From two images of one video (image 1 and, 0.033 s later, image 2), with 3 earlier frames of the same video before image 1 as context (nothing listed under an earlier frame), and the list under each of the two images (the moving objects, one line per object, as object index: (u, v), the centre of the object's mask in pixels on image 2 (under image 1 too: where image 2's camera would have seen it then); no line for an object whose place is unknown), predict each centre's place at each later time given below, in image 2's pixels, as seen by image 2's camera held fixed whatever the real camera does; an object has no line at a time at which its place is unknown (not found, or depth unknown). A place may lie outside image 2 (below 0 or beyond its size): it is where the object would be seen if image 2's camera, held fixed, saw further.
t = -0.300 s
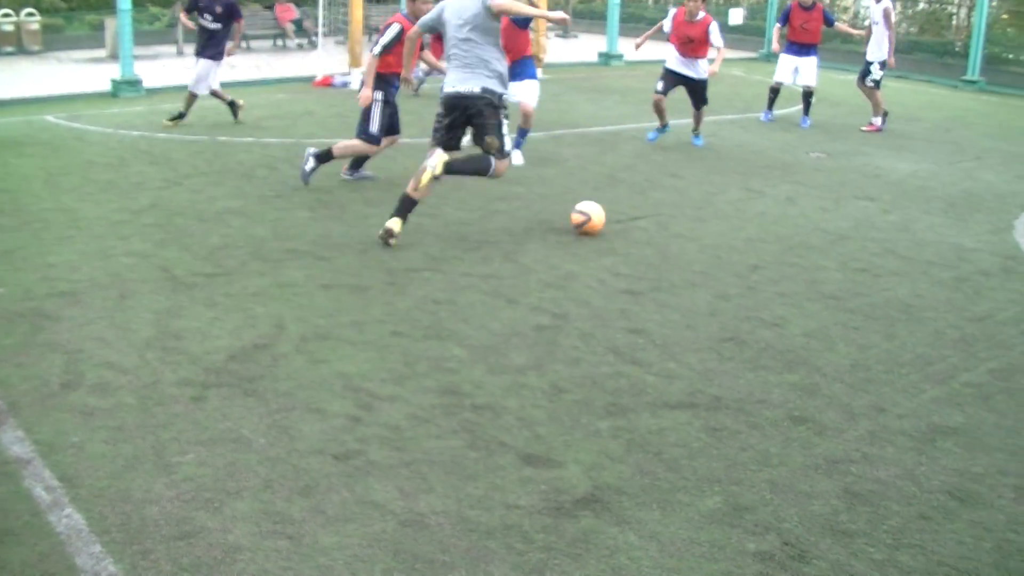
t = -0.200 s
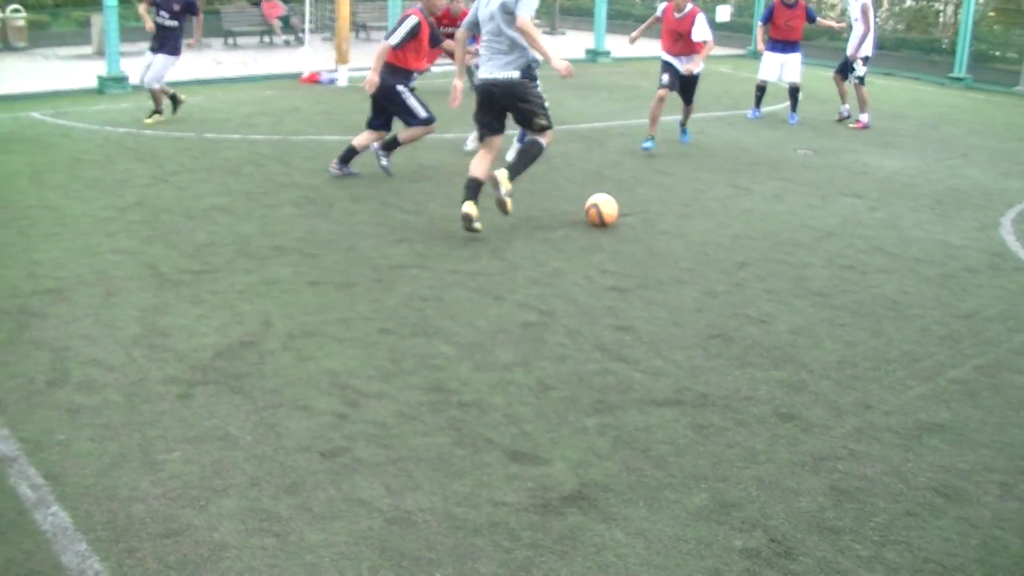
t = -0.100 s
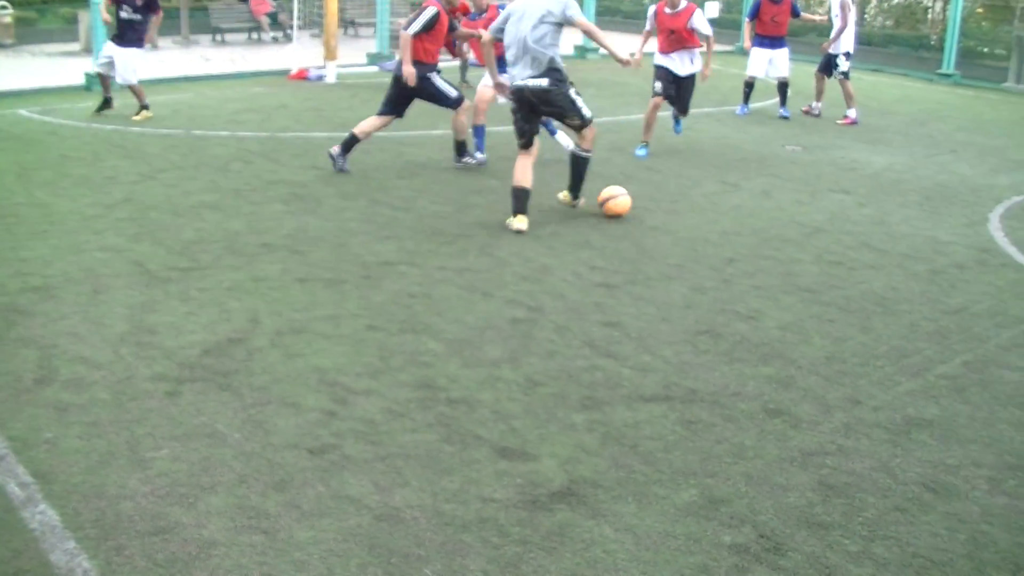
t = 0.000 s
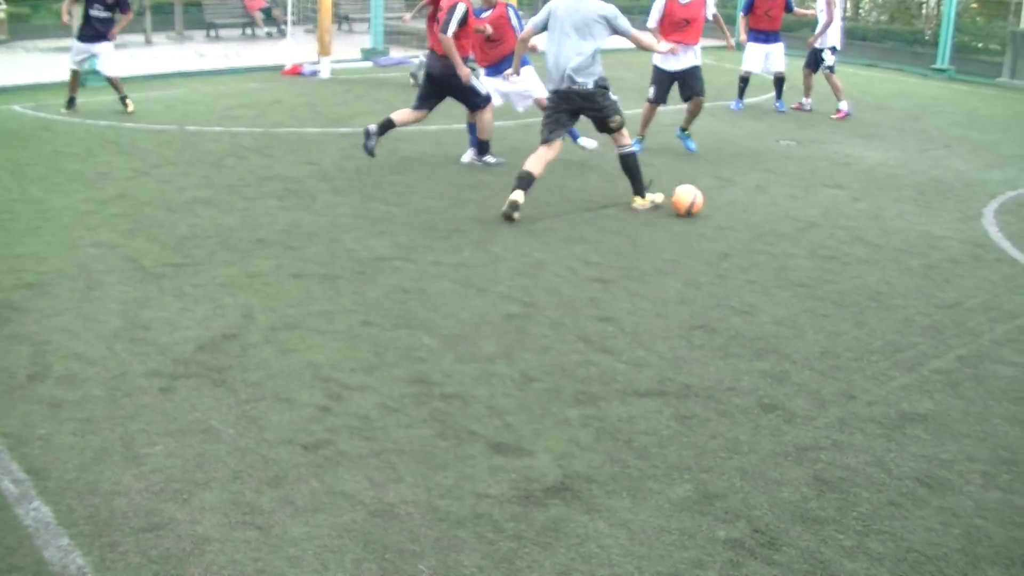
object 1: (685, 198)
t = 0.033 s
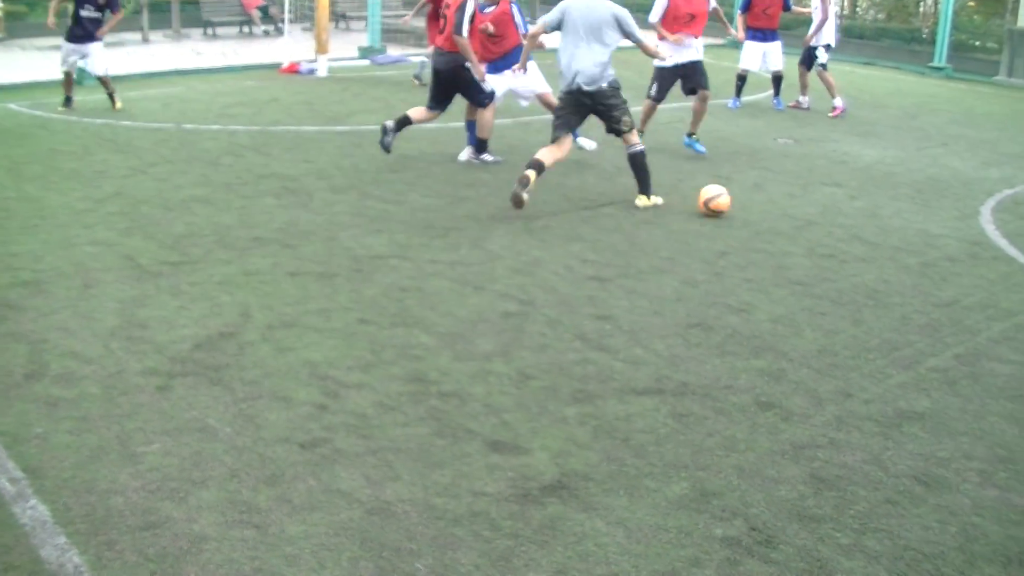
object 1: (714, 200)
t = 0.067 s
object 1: (742, 202)
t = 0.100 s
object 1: (770, 204)
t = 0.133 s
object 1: (795, 205)
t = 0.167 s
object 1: (819, 206)
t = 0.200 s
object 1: (843, 208)
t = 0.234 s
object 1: (865, 209)
